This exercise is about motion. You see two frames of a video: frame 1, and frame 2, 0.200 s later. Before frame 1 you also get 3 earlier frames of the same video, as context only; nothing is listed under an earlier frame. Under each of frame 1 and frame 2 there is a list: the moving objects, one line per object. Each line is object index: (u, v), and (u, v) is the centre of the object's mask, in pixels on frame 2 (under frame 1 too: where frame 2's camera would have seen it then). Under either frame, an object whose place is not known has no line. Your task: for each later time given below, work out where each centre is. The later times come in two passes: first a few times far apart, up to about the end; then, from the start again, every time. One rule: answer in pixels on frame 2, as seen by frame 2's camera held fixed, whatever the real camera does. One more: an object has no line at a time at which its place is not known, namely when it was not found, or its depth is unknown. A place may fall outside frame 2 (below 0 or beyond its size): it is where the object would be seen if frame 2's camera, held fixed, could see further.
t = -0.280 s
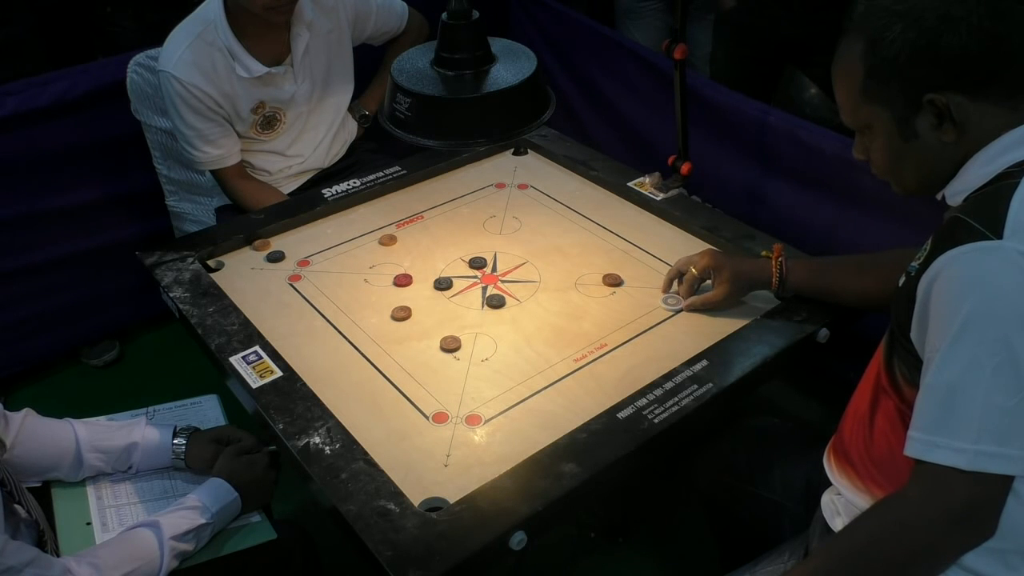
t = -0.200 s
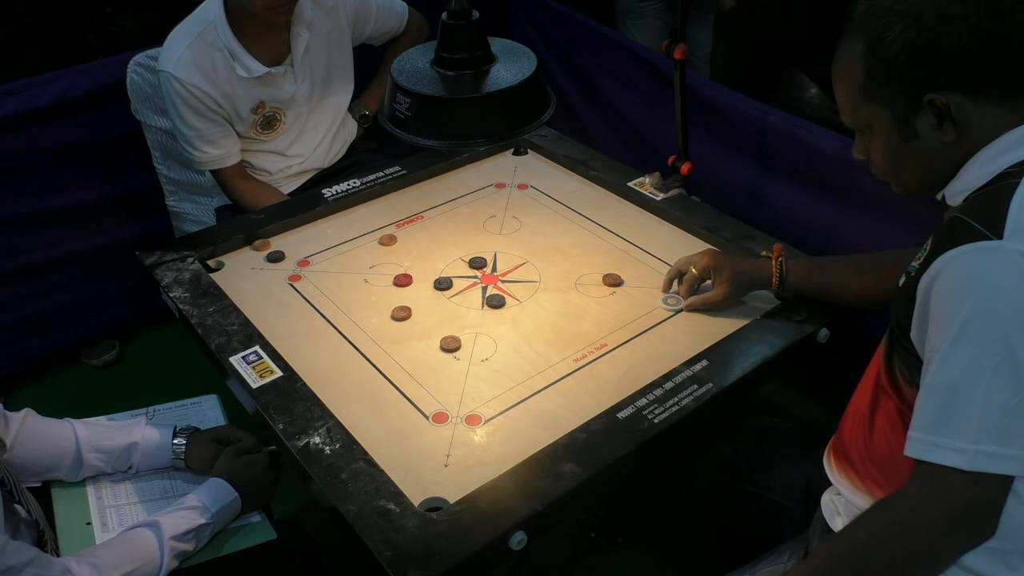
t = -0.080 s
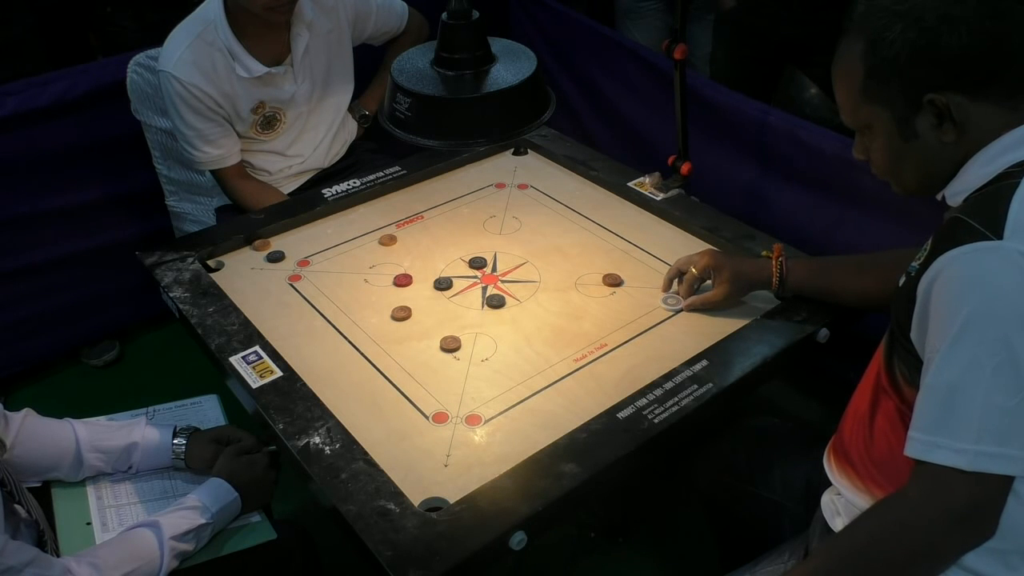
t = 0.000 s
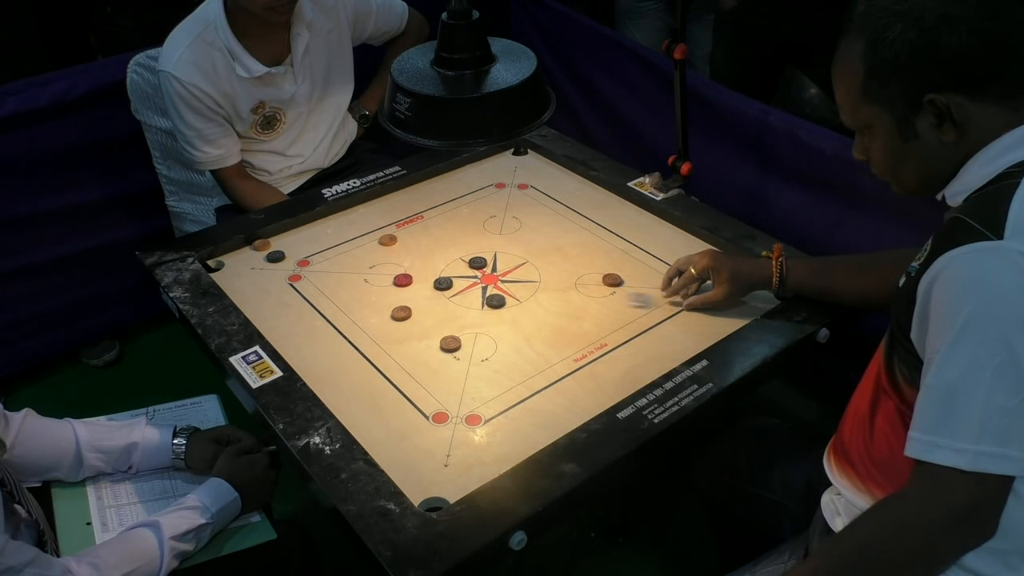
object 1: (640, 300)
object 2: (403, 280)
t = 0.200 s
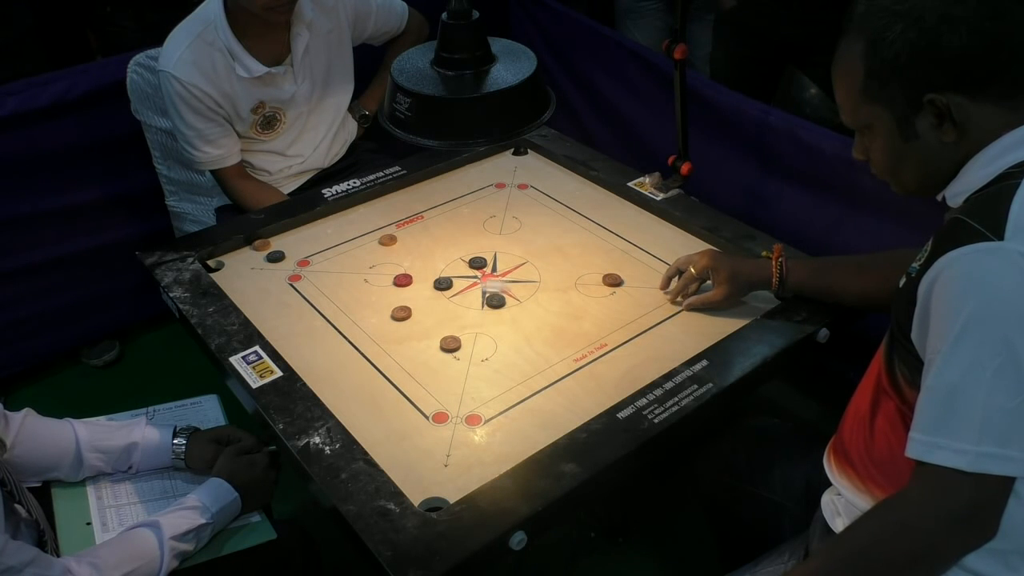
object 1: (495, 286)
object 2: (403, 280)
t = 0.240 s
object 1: (470, 283)
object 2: (403, 280)
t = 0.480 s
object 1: (413, 274)
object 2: (280, 266)
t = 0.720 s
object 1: (394, 272)
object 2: (225, 277)
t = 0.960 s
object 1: (393, 272)
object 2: (231, 274)
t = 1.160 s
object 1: (393, 272)
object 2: (231, 274)
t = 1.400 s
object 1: (393, 271)
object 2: (231, 274)
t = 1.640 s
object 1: (393, 271)
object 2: (231, 274)
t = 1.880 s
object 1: (393, 271)
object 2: (231, 274)
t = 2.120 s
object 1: (393, 272)
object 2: (231, 274)
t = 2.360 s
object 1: (393, 271)
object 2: (231, 274)
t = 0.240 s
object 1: (470, 283)
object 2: (403, 280)
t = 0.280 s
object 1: (456, 282)
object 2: (400, 280)
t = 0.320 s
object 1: (445, 280)
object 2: (372, 276)
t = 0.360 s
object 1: (436, 278)
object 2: (347, 273)
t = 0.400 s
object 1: (427, 276)
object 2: (322, 270)
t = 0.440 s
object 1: (420, 275)
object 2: (300, 269)
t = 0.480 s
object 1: (413, 274)
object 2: (280, 266)
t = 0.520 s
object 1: (408, 274)
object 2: (265, 269)
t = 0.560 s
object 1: (403, 273)
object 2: (252, 272)
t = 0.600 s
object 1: (399, 272)
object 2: (239, 275)
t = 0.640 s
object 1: (397, 272)
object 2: (229, 277)
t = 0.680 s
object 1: (395, 272)
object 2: (222, 278)
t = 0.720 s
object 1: (394, 272)
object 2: (225, 277)
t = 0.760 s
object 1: (393, 272)
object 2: (229, 275)
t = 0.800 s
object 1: (393, 271)
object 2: (230, 274)
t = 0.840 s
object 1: (393, 272)
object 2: (231, 274)
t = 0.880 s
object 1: (393, 271)
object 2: (231, 274)
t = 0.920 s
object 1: (393, 272)
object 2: (231, 274)
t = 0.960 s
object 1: (393, 272)
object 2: (231, 274)
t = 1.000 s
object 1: (393, 272)
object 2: (231, 274)
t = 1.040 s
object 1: (393, 272)
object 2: (231, 274)
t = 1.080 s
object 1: (393, 272)
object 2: (231, 274)
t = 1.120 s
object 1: (393, 272)
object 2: (231, 274)
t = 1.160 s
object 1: (393, 272)
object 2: (231, 274)
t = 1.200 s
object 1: (393, 272)
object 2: (231, 274)
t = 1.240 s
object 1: (393, 272)
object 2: (231, 274)
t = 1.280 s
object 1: (393, 272)
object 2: (231, 274)
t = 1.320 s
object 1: (393, 272)
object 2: (231, 274)
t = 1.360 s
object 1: (393, 271)
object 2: (231, 274)
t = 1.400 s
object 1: (393, 271)
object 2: (231, 274)
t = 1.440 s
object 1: (393, 271)
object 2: (231, 274)
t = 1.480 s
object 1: (393, 271)
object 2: (231, 274)
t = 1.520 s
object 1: (393, 271)
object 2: (231, 274)
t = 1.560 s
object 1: (393, 271)
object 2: (231, 274)
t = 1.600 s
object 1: (393, 271)
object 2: (231, 274)
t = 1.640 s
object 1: (393, 271)
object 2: (231, 274)
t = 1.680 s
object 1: (393, 271)
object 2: (231, 274)
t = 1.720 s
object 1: (393, 271)
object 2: (231, 274)
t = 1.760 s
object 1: (393, 271)
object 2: (231, 274)
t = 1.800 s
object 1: (393, 271)
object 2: (231, 274)
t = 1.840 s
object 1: (393, 271)
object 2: (231, 274)
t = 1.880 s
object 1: (393, 271)
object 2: (231, 274)
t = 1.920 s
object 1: (393, 271)
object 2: (231, 274)
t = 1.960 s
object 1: (393, 271)
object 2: (231, 274)
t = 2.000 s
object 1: (393, 271)
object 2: (231, 274)
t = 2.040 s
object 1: (393, 271)
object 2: (231, 274)
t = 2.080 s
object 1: (393, 271)
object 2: (231, 274)
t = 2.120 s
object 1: (393, 272)
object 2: (231, 274)
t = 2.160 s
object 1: (393, 272)
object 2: (231, 274)
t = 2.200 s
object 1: (393, 272)
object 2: (231, 274)
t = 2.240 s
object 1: (393, 272)
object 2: (231, 274)
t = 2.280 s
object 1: (393, 272)
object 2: (231, 274)
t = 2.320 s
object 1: (393, 272)
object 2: (231, 274)
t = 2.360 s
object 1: (393, 271)
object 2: (231, 274)
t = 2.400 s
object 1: (393, 271)
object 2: (231, 274)
